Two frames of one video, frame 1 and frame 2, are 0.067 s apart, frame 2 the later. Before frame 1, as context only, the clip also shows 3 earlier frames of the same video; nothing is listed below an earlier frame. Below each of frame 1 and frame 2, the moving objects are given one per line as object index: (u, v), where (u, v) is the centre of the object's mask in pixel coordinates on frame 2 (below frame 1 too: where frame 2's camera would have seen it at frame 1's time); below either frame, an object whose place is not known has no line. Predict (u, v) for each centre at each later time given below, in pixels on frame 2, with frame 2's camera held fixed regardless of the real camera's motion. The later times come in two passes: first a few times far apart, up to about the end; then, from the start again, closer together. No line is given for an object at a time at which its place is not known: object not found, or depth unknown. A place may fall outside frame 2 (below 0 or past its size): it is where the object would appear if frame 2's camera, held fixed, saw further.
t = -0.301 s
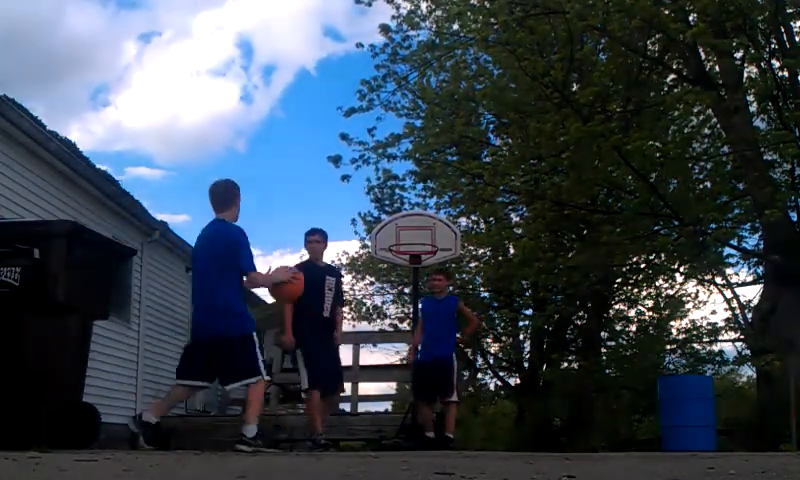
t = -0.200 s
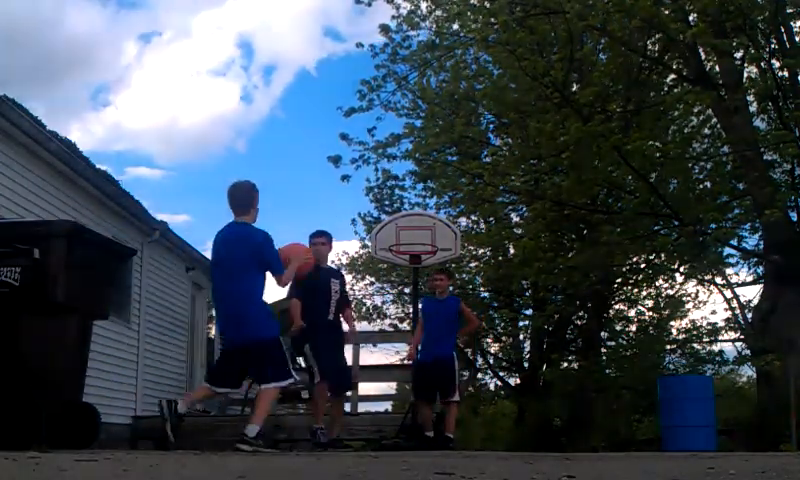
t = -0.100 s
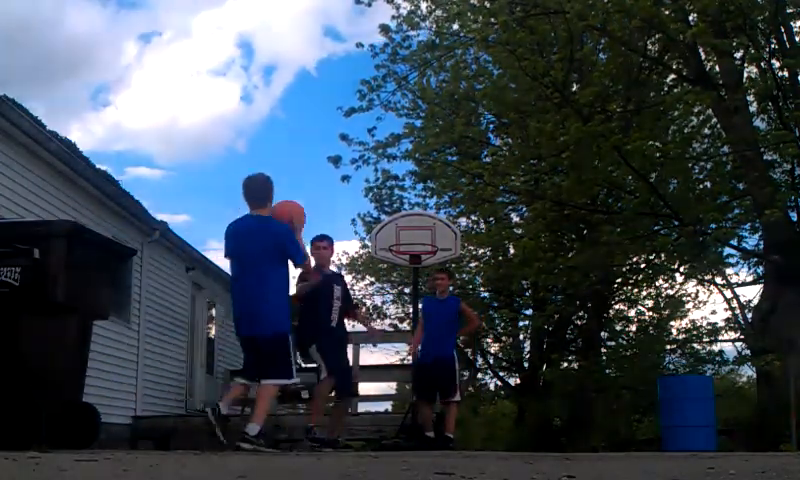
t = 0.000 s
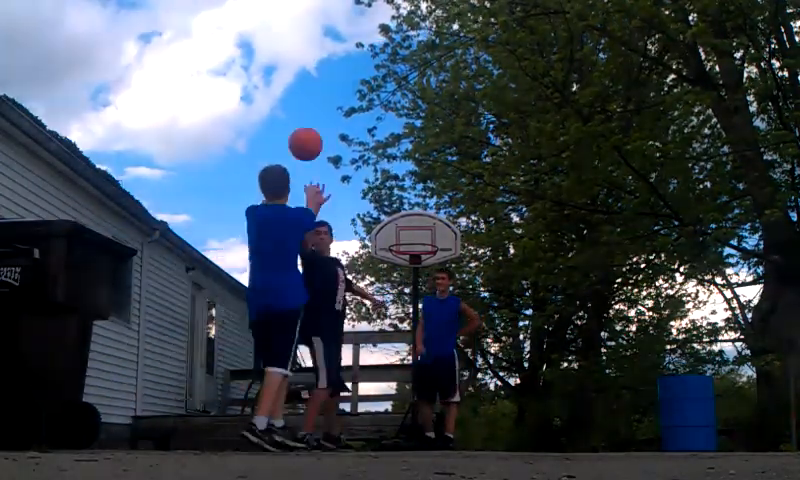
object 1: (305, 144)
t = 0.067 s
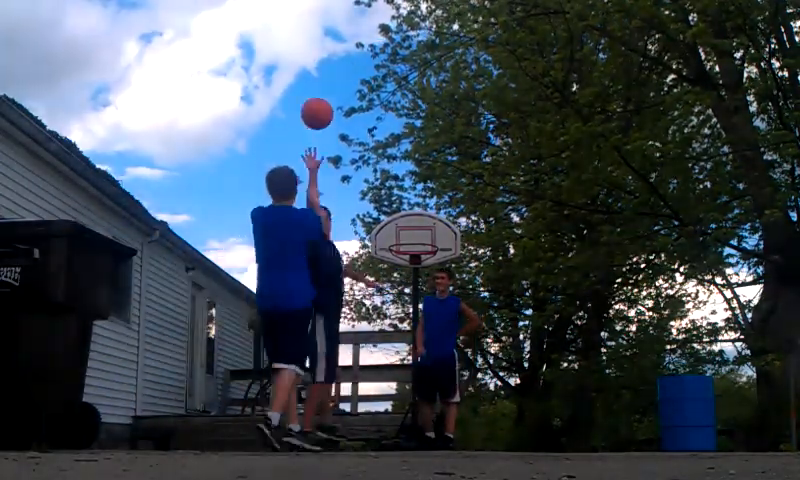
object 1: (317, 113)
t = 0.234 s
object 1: (341, 70)
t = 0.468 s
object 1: (367, 69)
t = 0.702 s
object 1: (389, 117)
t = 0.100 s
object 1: (322, 101)
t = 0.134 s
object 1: (327, 91)
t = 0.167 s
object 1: (332, 82)
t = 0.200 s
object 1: (336, 75)
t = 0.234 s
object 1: (341, 70)
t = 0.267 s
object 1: (345, 67)
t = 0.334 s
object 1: (353, 63)
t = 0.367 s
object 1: (356, 63)
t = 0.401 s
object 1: (359, 65)
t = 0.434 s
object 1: (363, 67)
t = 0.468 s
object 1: (367, 69)
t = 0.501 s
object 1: (370, 73)
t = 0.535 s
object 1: (373, 79)
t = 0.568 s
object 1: (376, 84)
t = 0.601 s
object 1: (379, 91)
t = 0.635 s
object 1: (382, 99)
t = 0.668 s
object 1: (385, 107)
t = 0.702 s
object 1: (389, 117)
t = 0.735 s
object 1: (392, 127)
